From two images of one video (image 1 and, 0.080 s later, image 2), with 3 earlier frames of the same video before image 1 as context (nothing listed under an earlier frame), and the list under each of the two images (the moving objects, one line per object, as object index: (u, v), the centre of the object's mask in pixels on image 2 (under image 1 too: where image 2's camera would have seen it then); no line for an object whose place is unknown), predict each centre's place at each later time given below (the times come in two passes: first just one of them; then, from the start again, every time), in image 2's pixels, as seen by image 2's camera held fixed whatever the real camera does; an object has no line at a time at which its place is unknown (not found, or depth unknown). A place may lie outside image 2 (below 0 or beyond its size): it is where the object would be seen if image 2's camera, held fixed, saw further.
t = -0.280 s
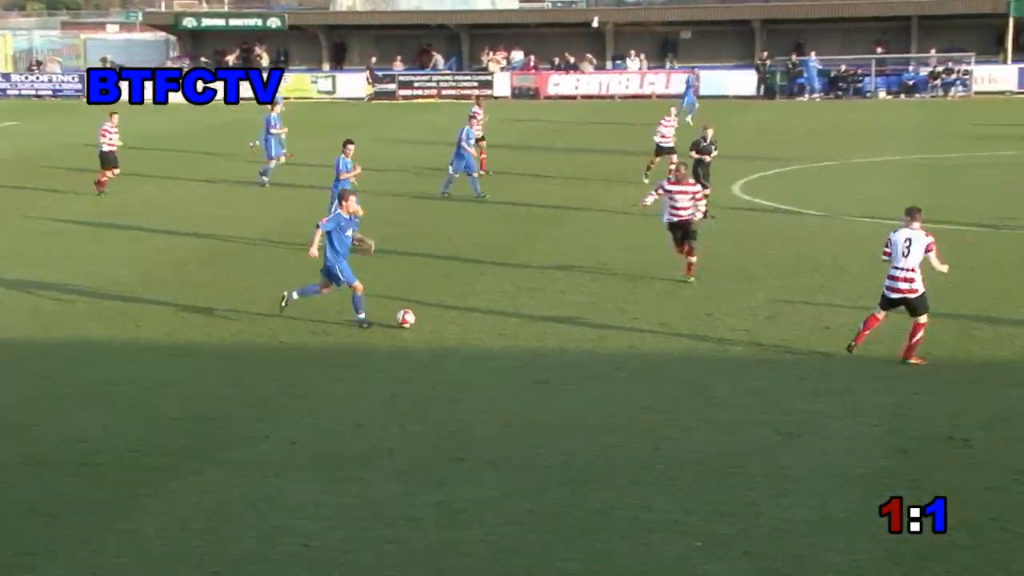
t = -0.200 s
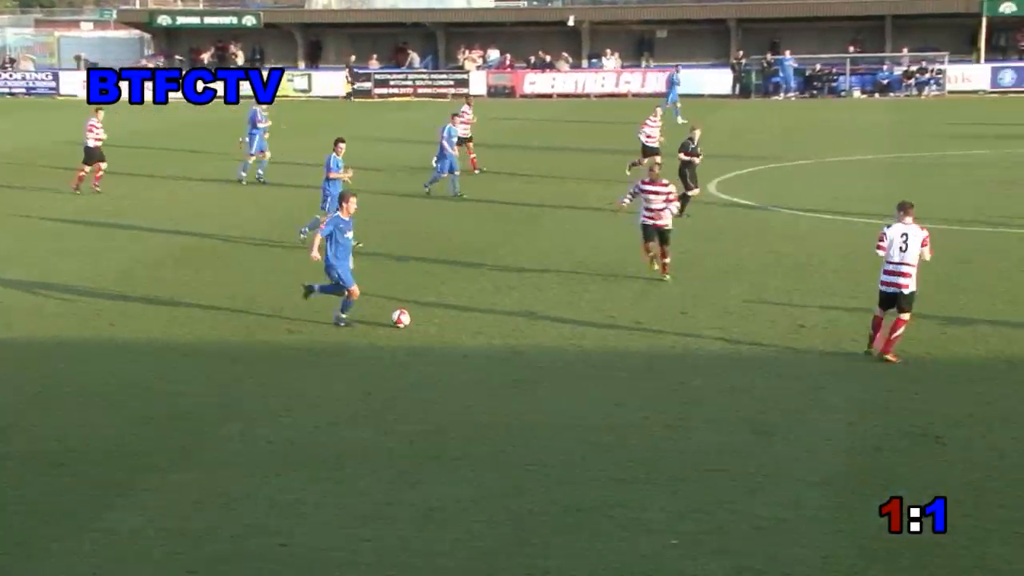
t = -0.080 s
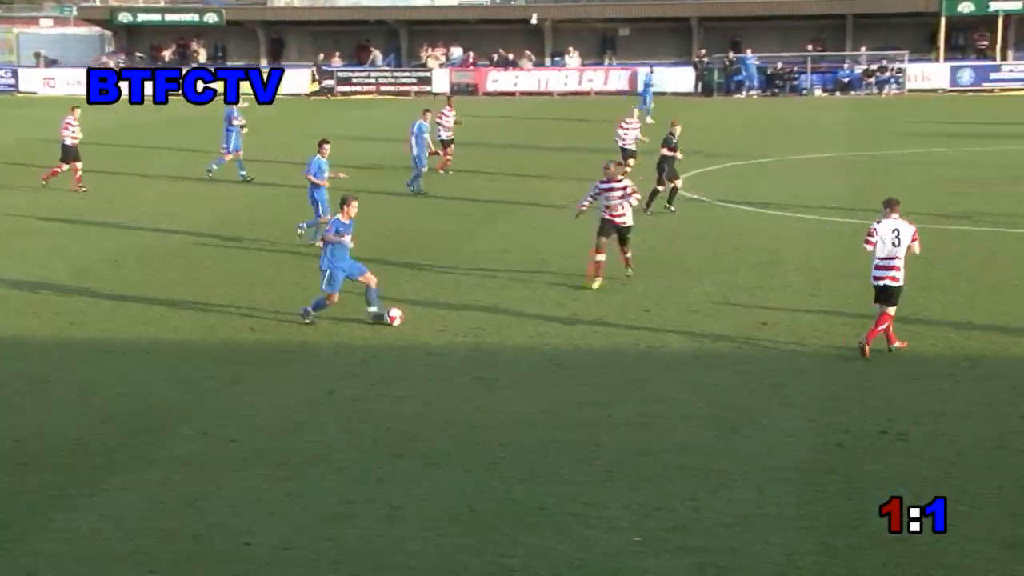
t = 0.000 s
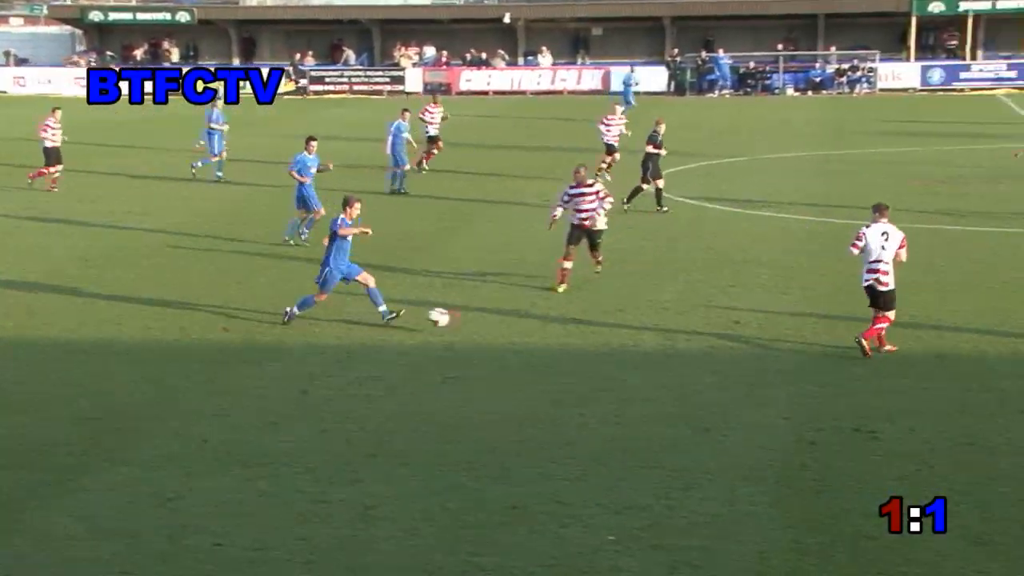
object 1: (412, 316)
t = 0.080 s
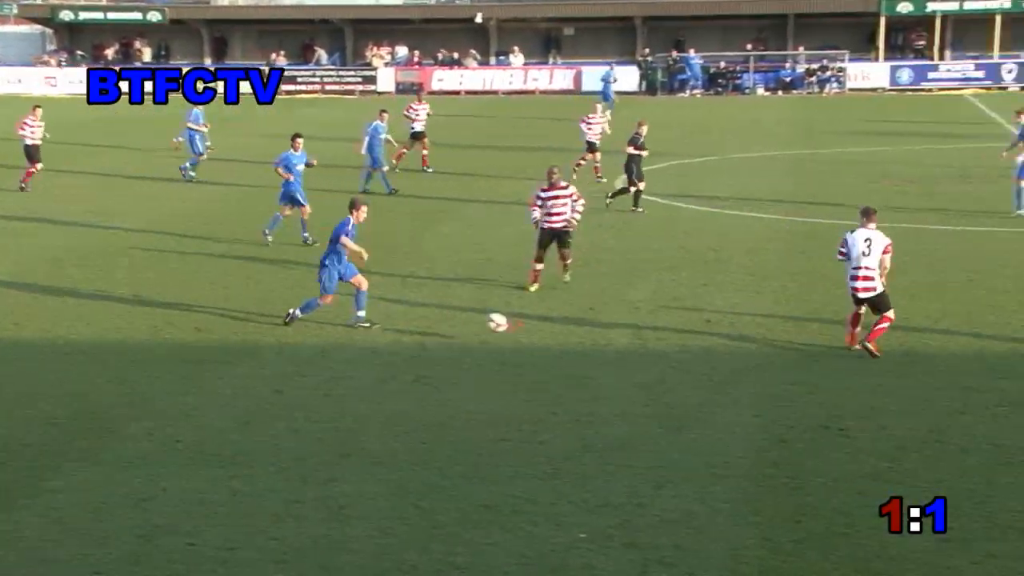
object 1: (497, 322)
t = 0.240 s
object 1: (676, 356)
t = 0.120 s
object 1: (541, 328)
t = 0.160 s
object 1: (585, 334)
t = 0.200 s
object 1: (631, 344)
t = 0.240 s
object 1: (676, 356)
